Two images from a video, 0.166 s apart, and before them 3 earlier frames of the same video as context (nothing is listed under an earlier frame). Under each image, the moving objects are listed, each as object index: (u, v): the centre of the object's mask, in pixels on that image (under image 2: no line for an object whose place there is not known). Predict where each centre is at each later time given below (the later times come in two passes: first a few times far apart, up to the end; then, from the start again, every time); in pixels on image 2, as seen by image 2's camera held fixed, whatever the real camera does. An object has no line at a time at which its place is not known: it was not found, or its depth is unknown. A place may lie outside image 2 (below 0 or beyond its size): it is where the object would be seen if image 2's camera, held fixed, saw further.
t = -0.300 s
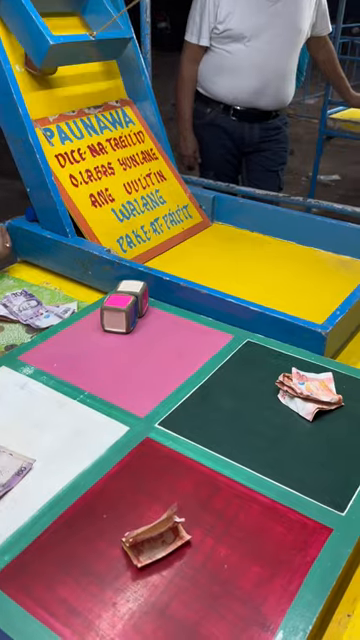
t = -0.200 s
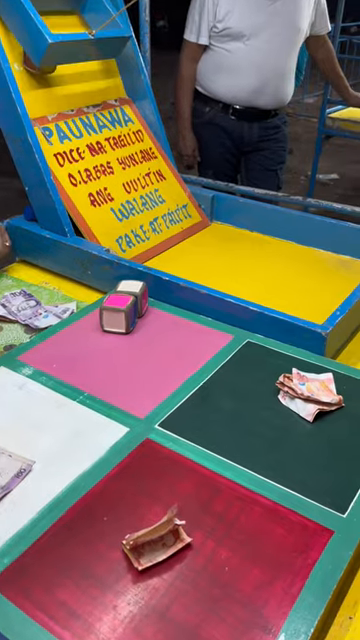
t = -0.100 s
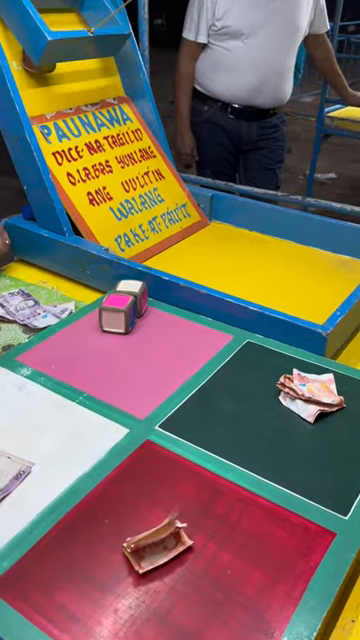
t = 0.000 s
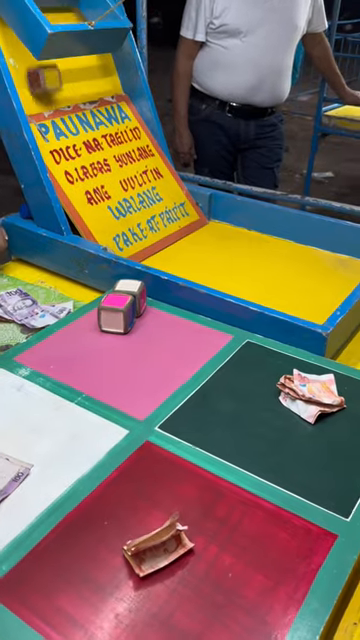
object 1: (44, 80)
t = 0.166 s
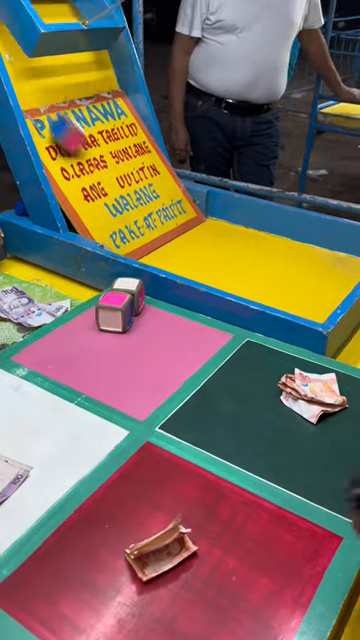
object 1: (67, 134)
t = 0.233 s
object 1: (90, 167)
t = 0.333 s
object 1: (128, 236)
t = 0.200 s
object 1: (77, 151)
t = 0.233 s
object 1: (90, 167)
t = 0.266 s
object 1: (100, 190)
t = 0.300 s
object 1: (113, 216)
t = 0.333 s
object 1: (128, 236)
